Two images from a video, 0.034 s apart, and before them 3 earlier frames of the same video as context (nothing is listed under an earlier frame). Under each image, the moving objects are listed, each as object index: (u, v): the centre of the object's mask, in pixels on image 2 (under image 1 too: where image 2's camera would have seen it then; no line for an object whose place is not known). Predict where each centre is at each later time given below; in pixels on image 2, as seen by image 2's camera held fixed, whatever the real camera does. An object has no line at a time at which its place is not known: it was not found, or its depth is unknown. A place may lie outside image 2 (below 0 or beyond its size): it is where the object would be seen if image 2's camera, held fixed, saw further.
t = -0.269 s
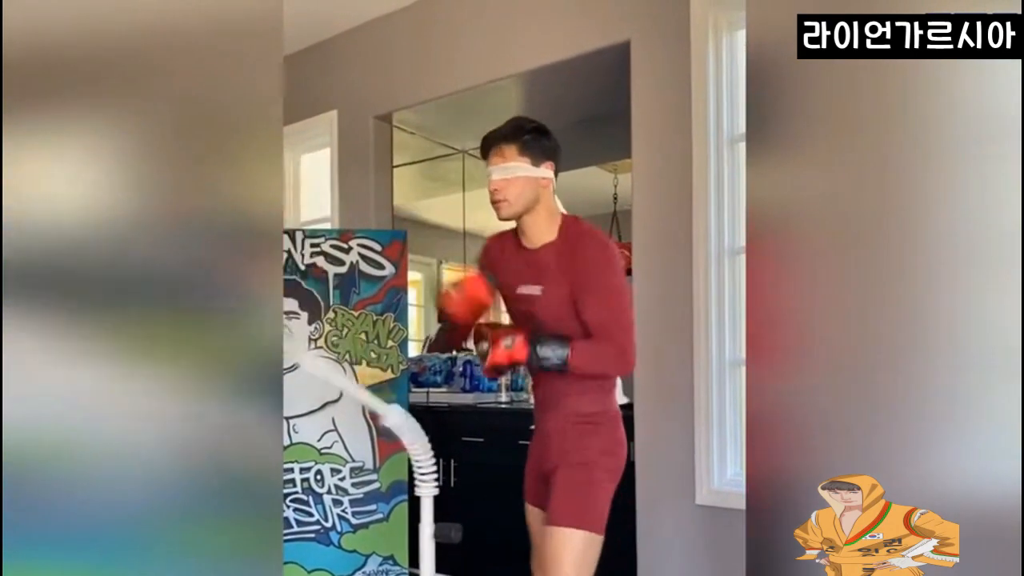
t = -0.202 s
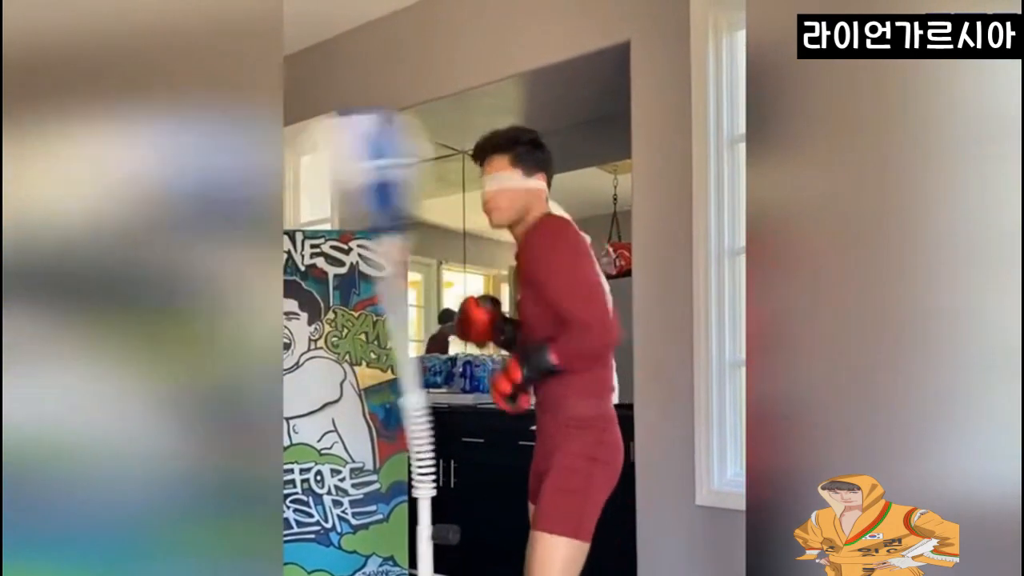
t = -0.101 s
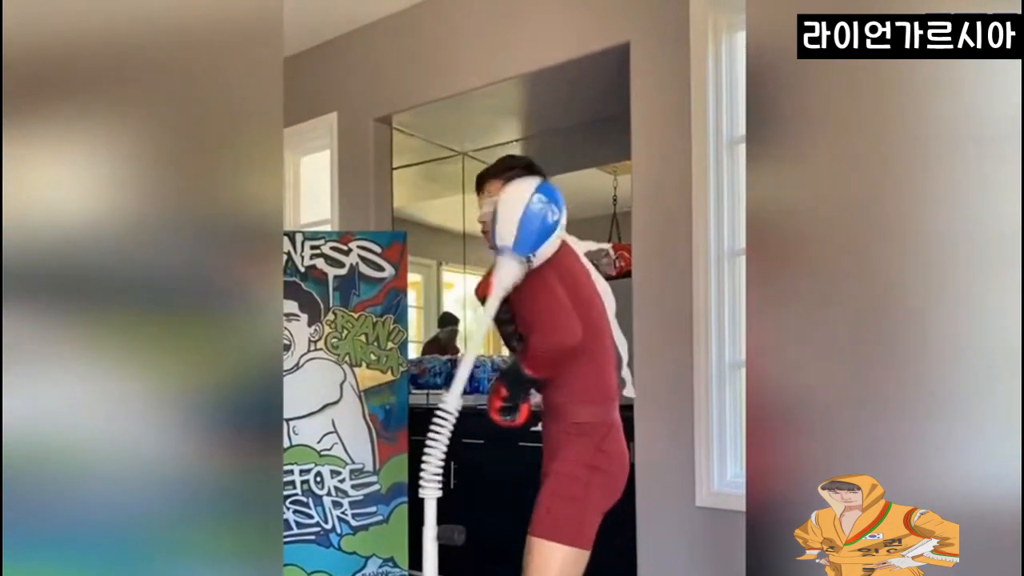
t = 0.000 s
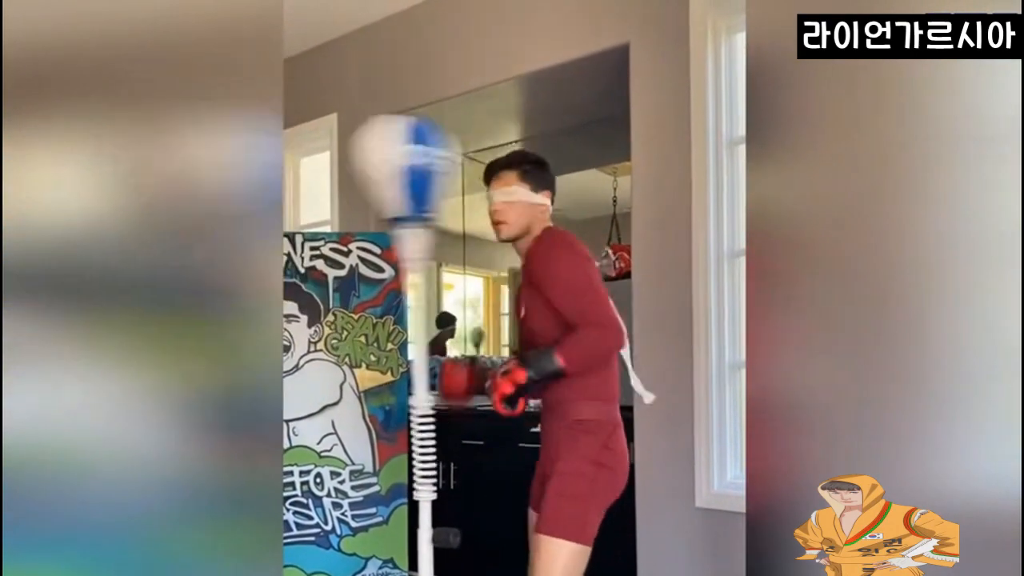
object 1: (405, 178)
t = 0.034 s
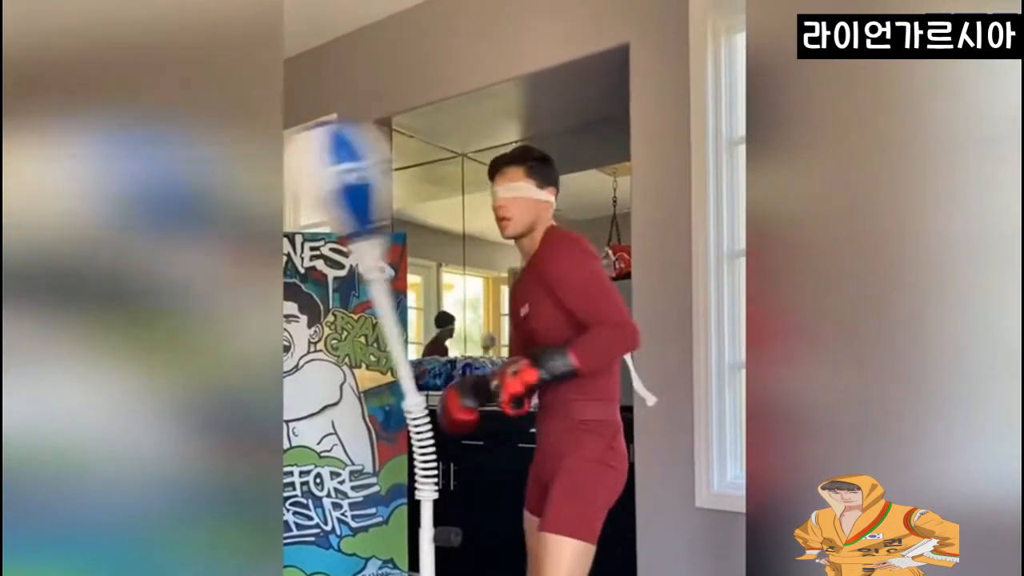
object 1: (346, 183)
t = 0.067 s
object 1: (315, 193)
